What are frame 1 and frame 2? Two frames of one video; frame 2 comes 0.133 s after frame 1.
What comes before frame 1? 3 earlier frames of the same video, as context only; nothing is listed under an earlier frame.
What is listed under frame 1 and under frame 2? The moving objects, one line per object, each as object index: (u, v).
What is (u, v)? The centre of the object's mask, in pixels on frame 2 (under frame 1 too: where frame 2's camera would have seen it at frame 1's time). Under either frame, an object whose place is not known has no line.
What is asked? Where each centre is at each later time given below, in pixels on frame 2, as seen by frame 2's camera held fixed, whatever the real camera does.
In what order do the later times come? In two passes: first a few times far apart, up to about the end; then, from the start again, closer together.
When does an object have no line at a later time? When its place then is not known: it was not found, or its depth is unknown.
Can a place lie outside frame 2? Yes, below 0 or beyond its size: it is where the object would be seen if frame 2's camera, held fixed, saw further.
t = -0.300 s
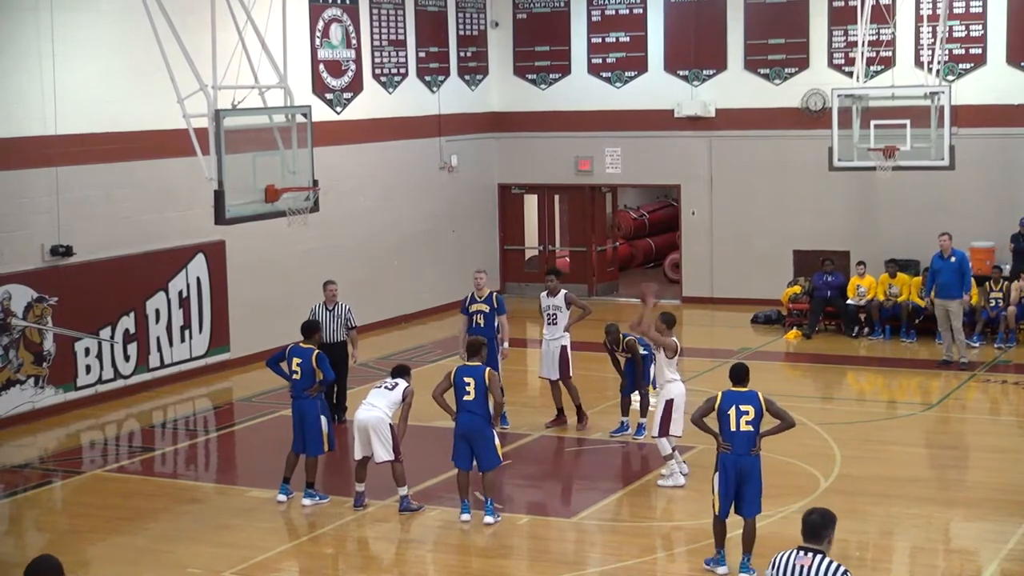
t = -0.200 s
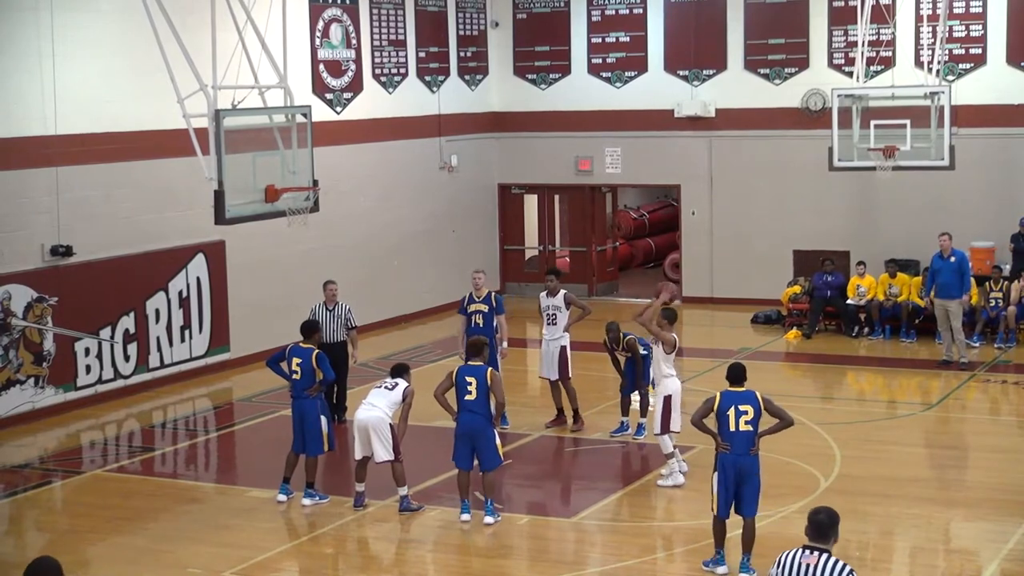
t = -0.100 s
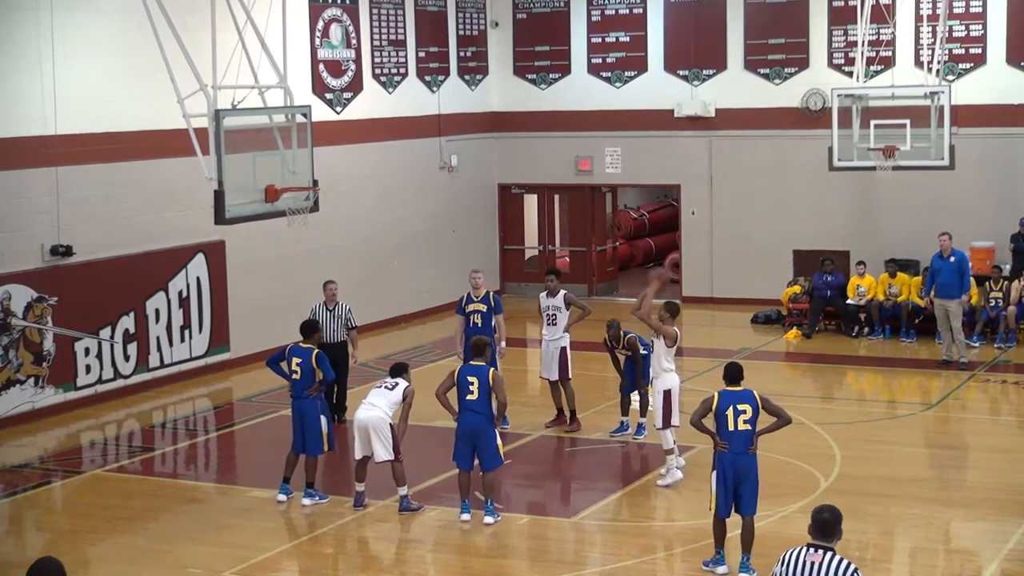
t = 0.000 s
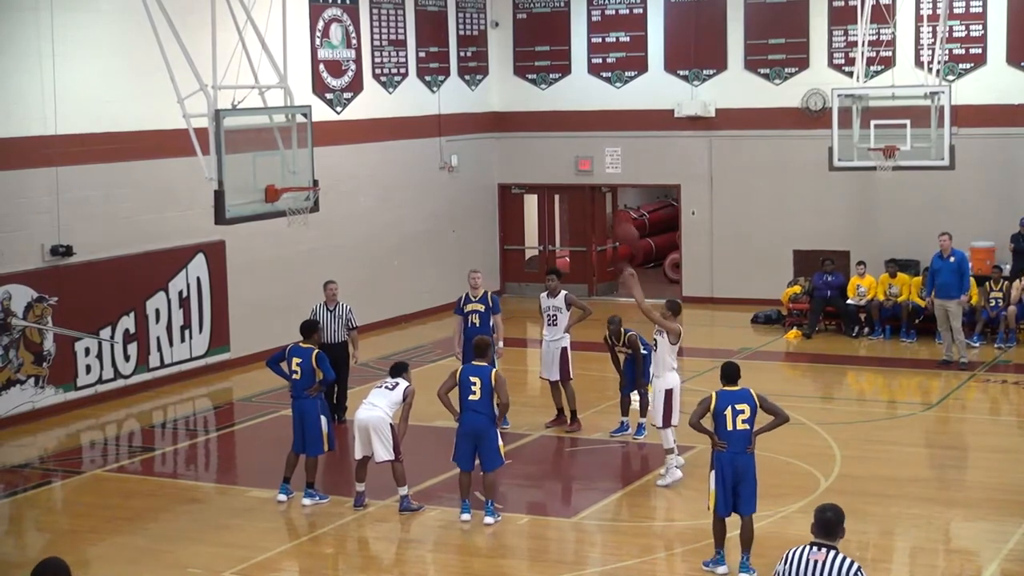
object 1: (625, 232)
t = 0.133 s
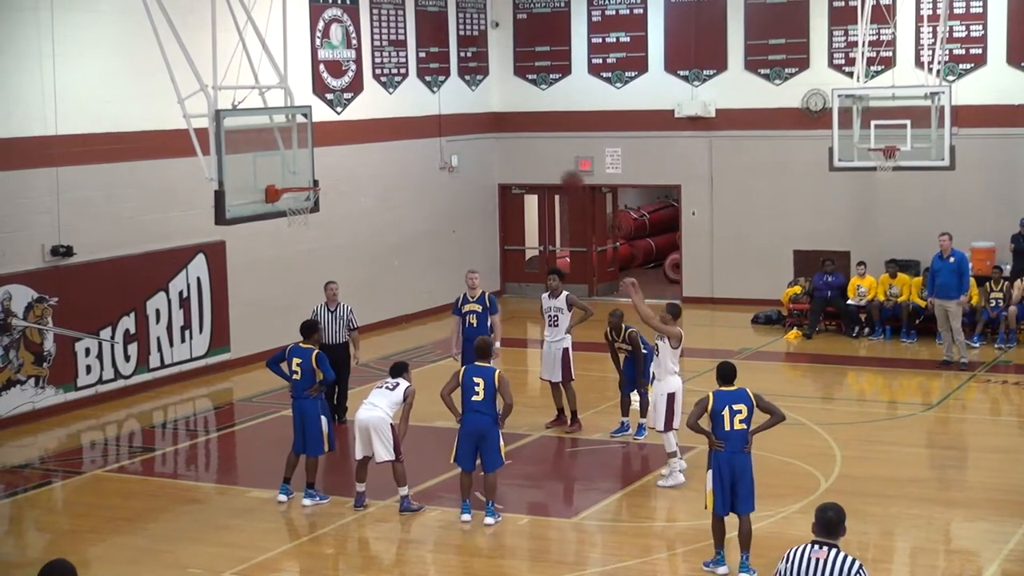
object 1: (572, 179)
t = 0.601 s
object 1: (397, 122)
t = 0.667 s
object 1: (373, 130)
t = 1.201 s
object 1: (307, 292)
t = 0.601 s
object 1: (397, 122)
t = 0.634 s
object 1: (385, 125)
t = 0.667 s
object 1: (373, 130)
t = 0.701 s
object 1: (363, 136)
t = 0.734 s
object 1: (352, 141)
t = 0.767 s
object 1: (341, 148)
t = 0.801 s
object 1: (330, 156)
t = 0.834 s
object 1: (320, 164)
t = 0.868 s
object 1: (309, 174)
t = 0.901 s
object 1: (298, 182)
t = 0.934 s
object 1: (289, 195)
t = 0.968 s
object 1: (289, 206)
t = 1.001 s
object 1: (291, 217)
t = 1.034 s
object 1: (294, 227)
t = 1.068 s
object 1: (297, 238)
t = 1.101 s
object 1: (299, 250)
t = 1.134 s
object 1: (302, 264)
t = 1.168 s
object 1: (304, 277)
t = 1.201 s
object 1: (307, 292)
